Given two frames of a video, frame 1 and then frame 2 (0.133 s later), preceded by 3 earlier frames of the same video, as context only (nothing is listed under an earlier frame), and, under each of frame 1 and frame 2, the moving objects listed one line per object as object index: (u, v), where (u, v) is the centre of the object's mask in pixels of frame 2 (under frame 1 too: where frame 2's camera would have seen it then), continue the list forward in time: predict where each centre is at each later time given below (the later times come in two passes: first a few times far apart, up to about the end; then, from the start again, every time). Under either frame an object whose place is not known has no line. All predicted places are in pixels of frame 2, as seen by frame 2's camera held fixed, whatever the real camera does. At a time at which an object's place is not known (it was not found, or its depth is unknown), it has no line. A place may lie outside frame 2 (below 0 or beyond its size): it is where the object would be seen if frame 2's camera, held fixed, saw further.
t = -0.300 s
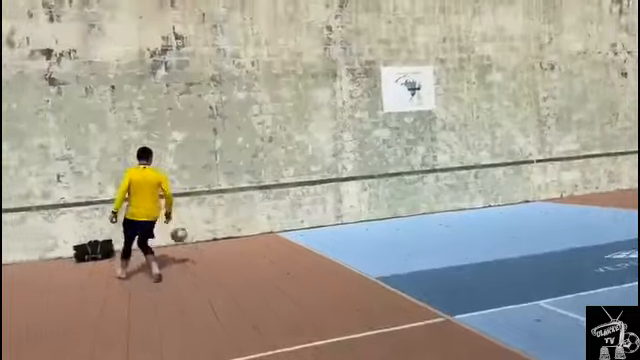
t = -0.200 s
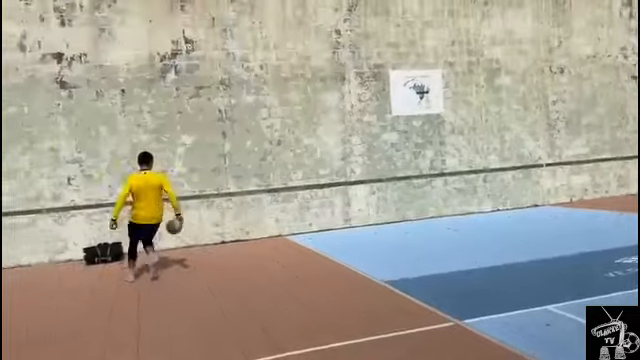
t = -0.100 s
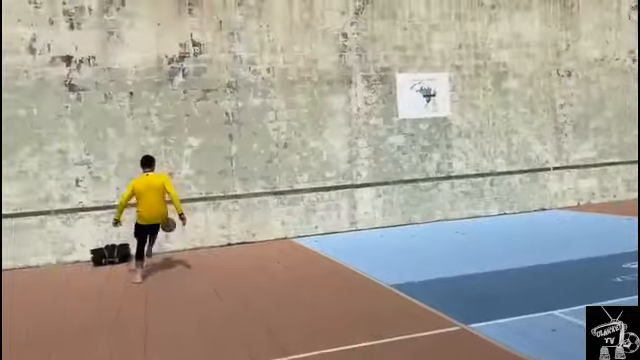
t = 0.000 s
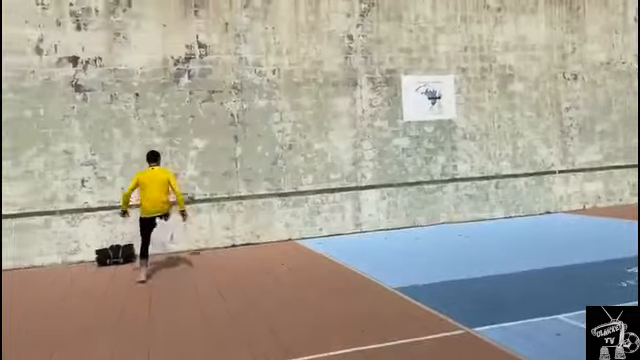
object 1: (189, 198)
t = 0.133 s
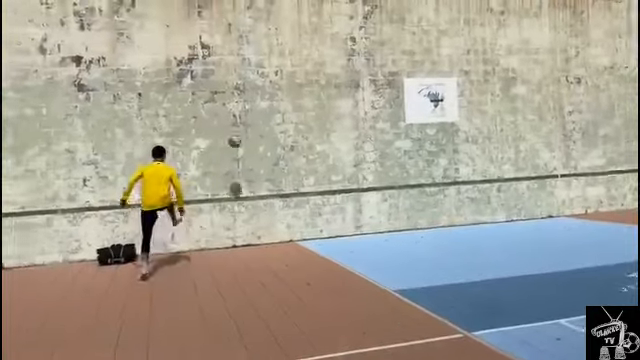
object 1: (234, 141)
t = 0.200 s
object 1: (254, 120)
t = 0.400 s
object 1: (305, 80)
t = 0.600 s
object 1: (345, 66)
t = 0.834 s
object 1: (396, 76)
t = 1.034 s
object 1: (447, 111)
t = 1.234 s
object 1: (500, 174)
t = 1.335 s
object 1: (526, 216)
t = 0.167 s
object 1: (245, 130)
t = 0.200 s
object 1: (254, 120)
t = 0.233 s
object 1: (264, 110)
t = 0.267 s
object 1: (274, 104)
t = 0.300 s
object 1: (283, 96)
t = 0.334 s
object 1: (291, 89)
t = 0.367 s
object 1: (299, 84)
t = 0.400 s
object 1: (305, 80)
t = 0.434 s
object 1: (311, 76)
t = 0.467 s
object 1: (318, 72)
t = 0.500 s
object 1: (324, 71)
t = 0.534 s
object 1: (331, 69)
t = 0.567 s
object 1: (338, 67)
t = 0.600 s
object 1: (345, 66)
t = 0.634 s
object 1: (352, 63)
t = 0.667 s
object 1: (359, 65)
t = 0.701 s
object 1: (366, 67)
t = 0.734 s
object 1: (373, 68)
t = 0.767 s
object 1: (381, 70)
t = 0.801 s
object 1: (389, 73)
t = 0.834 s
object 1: (396, 76)
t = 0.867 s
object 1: (405, 80)
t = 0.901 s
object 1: (413, 85)
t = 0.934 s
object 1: (421, 90)
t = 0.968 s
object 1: (430, 97)
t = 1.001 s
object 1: (437, 102)
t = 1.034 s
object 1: (447, 111)
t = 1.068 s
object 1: (455, 120)
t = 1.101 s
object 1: (464, 129)
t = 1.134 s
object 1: (472, 139)
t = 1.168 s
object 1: (481, 151)
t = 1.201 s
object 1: (490, 162)
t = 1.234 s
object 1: (500, 174)
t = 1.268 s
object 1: (509, 187)
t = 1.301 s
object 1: (518, 202)
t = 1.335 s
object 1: (526, 216)
